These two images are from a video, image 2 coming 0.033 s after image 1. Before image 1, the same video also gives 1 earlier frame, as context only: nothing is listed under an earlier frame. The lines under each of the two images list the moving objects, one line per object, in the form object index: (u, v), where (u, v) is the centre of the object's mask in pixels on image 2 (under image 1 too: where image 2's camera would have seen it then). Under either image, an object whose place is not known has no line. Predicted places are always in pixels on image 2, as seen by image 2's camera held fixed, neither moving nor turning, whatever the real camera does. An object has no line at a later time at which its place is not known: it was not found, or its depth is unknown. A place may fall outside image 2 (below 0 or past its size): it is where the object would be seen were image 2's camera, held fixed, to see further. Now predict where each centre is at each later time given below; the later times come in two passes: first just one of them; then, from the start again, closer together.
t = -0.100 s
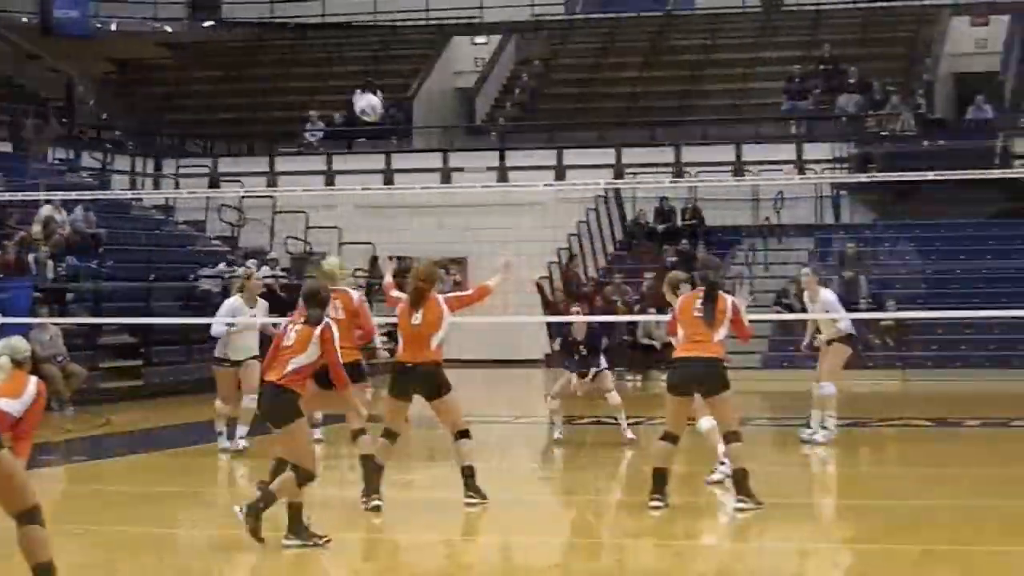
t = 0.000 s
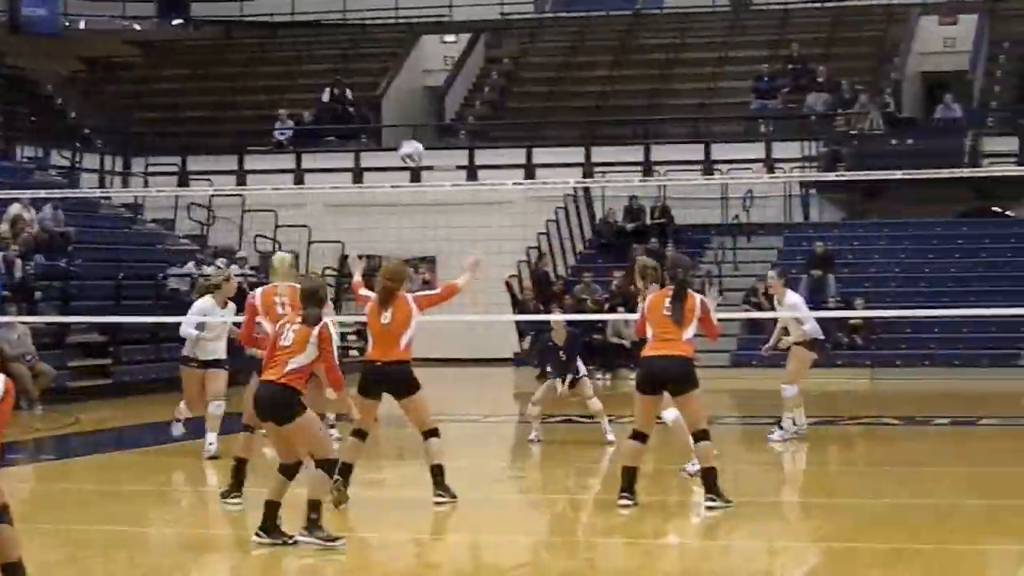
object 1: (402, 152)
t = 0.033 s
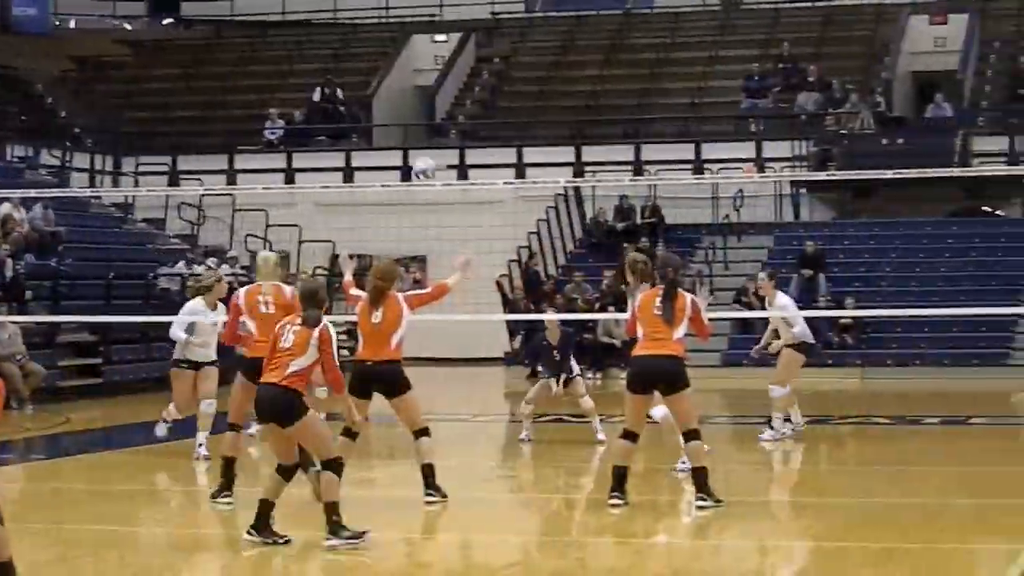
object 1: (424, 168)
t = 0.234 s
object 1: (542, 279)
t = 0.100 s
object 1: (466, 206)
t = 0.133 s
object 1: (486, 222)
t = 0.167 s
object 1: (504, 241)
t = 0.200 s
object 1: (525, 259)
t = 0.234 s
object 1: (542, 279)
